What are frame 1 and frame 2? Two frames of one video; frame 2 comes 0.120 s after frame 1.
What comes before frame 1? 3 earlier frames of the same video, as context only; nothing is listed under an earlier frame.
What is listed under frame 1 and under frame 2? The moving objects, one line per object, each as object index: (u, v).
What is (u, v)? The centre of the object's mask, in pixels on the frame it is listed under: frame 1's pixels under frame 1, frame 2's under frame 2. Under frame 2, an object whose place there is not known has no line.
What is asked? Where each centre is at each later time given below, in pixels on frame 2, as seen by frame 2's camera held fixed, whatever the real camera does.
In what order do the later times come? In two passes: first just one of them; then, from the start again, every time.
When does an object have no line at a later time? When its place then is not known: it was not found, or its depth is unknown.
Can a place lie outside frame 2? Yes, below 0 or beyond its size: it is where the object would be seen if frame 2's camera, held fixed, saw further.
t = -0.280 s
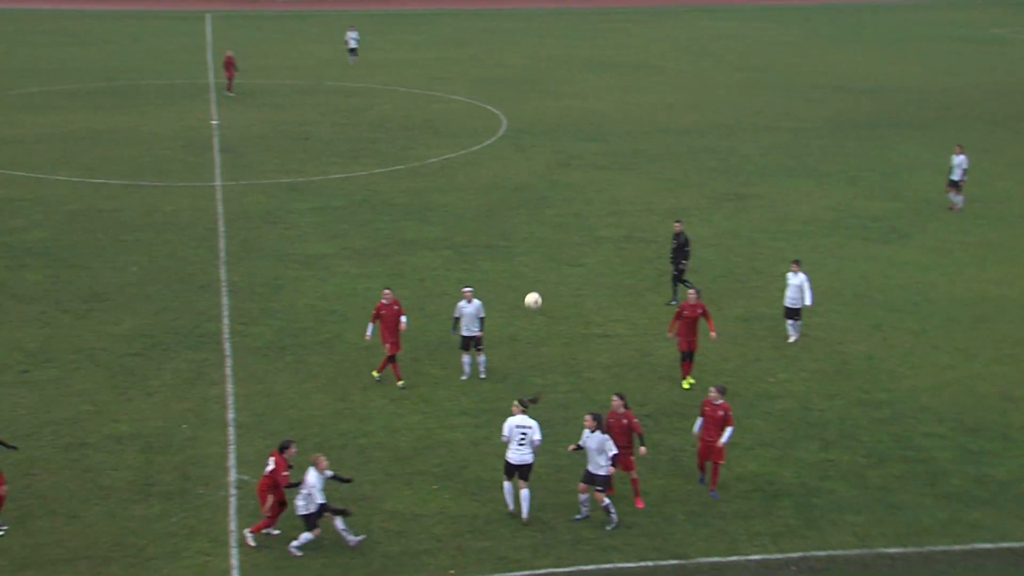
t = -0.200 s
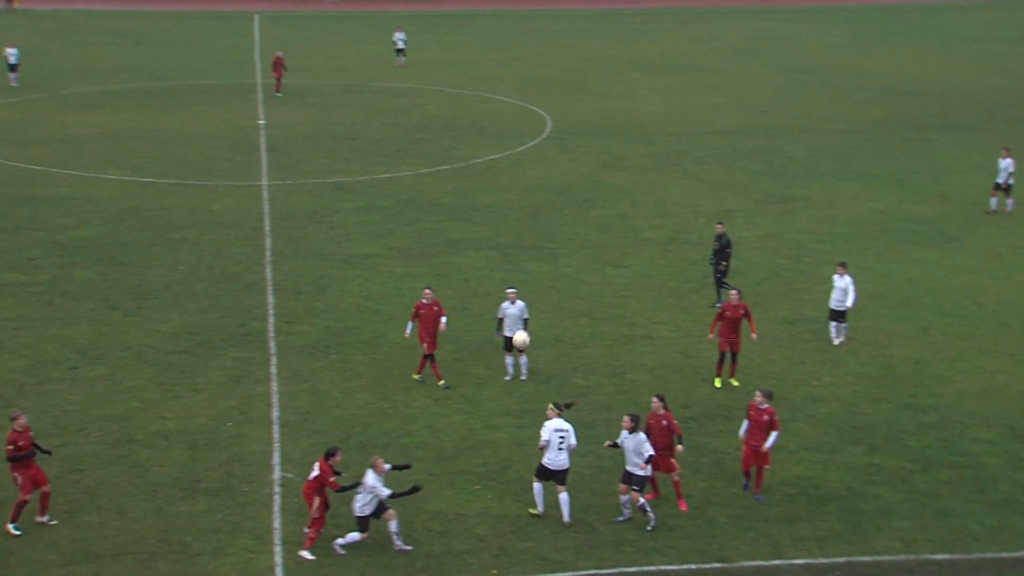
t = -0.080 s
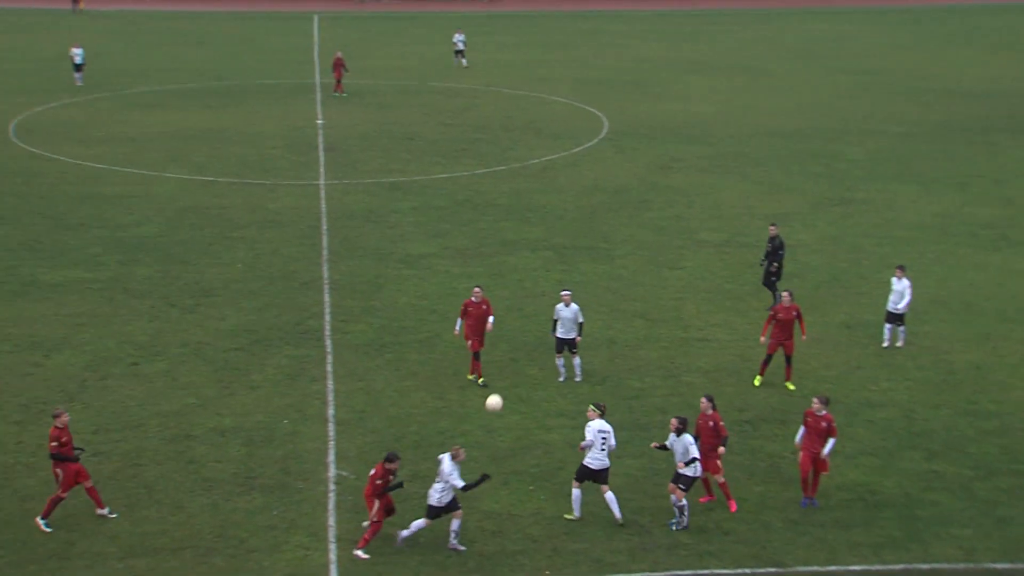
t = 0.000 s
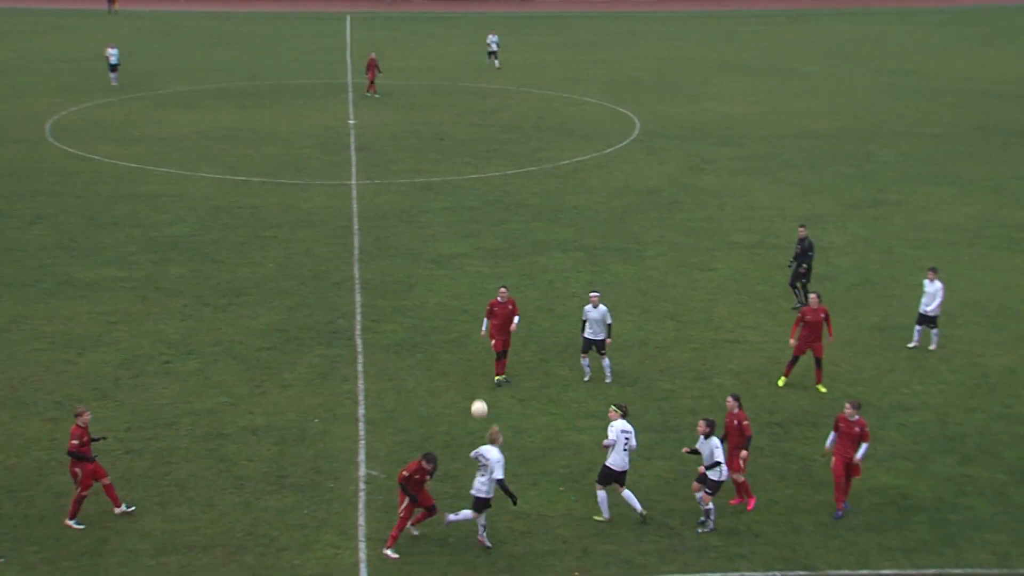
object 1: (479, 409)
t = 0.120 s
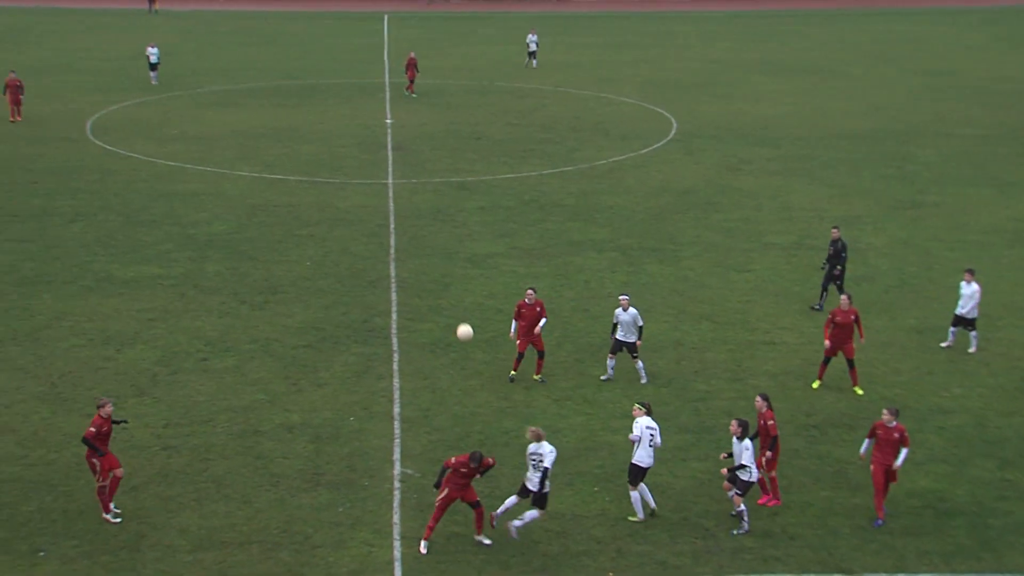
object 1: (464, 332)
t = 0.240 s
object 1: (418, 270)
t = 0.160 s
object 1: (449, 310)
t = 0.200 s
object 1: (433, 290)
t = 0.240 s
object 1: (418, 270)
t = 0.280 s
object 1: (403, 253)
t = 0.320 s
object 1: (388, 237)
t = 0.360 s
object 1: (373, 223)
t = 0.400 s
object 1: (359, 209)
